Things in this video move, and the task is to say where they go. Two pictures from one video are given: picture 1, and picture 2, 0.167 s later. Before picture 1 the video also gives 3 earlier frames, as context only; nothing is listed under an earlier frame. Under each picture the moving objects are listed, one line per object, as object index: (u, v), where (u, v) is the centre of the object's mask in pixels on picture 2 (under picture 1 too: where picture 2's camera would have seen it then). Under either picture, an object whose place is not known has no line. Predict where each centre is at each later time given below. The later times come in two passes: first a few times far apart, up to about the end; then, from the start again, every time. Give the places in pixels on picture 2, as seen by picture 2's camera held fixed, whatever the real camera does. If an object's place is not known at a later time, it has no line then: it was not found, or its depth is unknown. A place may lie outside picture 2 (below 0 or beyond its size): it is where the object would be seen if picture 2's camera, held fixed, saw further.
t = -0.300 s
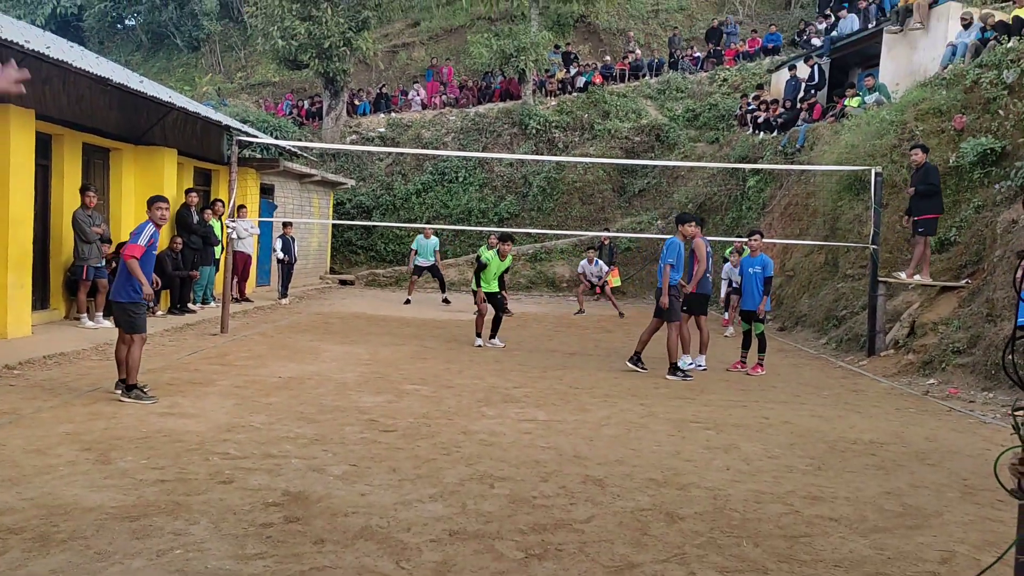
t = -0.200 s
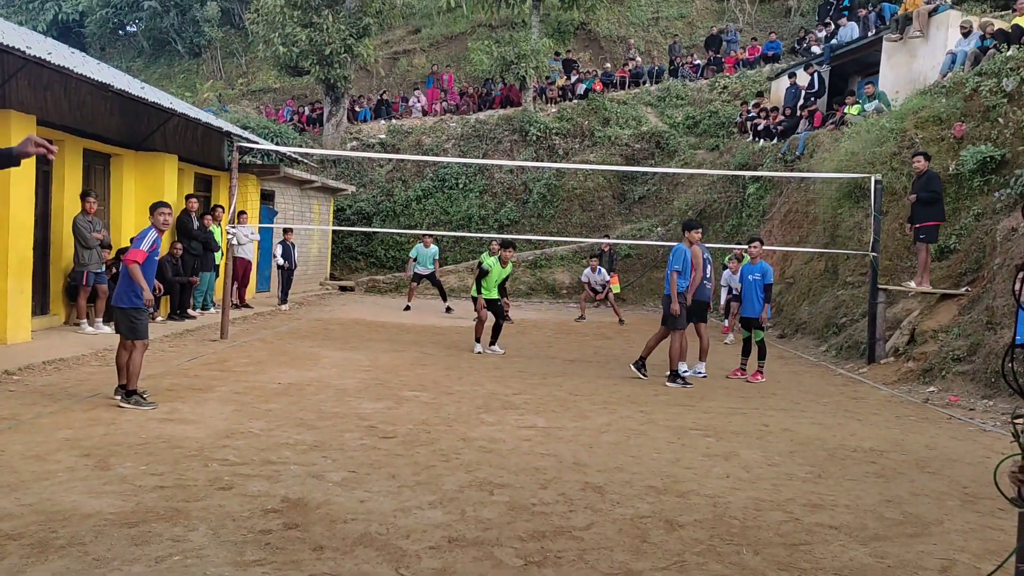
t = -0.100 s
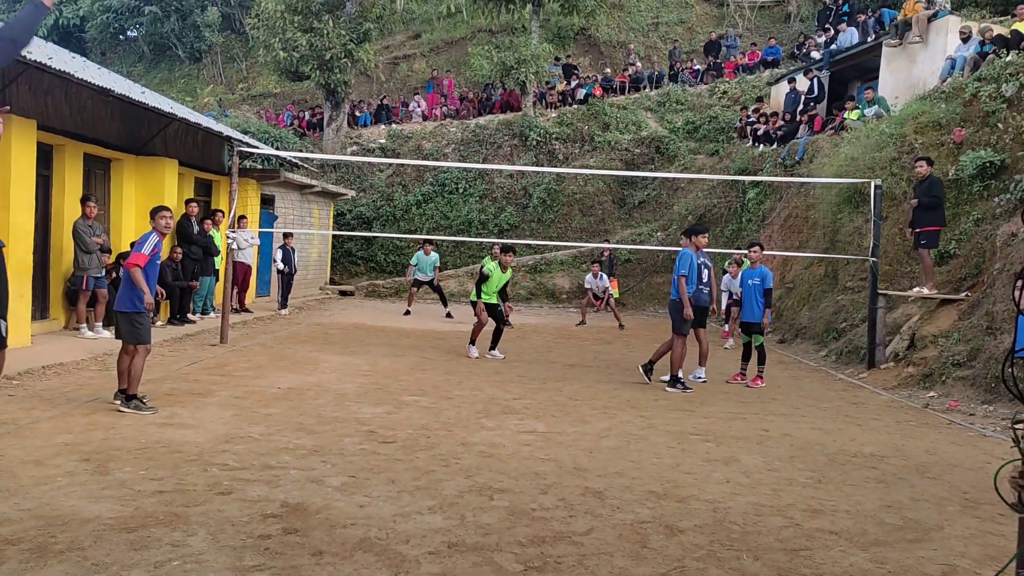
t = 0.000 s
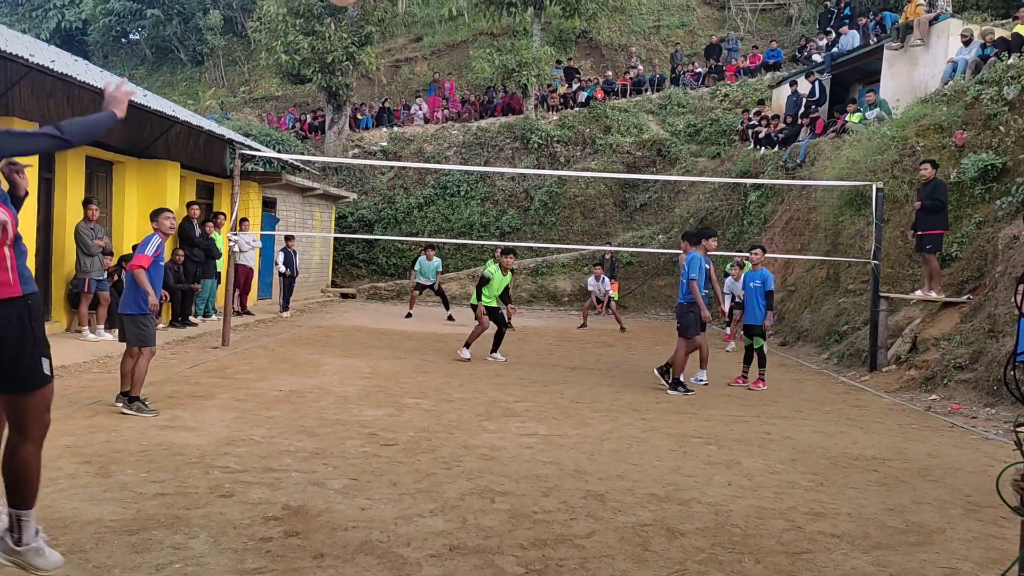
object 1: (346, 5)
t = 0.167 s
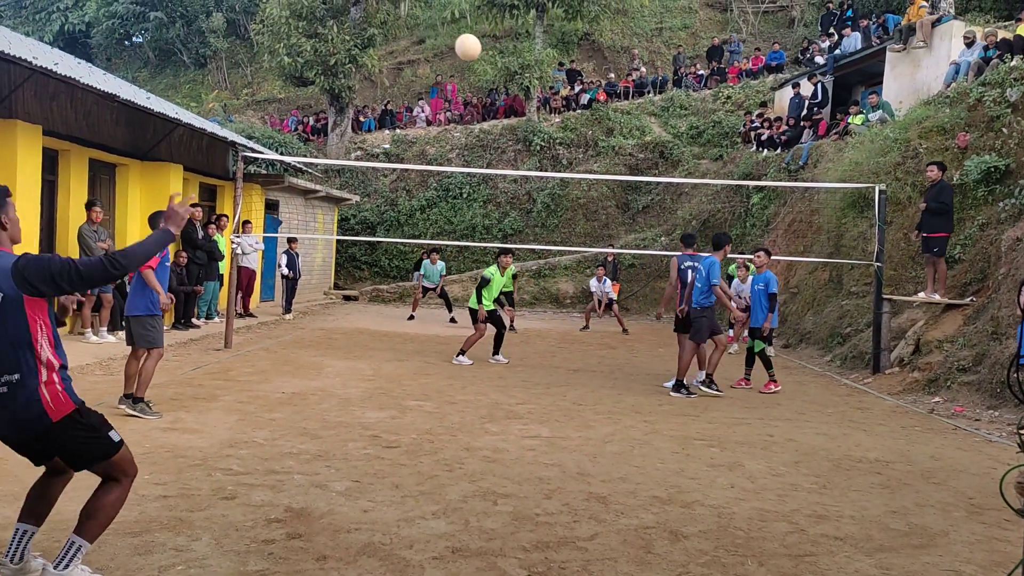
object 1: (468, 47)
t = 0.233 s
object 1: (498, 70)
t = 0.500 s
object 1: (569, 161)
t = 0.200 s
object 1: (484, 58)
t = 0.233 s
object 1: (498, 70)
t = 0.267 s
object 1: (510, 82)
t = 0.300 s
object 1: (521, 93)
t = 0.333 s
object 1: (531, 104)
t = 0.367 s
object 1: (540, 115)
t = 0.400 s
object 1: (549, 127)
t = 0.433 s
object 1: (556, 138)
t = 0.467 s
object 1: (563, 149)
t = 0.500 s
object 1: (569, 161)
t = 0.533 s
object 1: (574, 169)
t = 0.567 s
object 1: (579, 182)
